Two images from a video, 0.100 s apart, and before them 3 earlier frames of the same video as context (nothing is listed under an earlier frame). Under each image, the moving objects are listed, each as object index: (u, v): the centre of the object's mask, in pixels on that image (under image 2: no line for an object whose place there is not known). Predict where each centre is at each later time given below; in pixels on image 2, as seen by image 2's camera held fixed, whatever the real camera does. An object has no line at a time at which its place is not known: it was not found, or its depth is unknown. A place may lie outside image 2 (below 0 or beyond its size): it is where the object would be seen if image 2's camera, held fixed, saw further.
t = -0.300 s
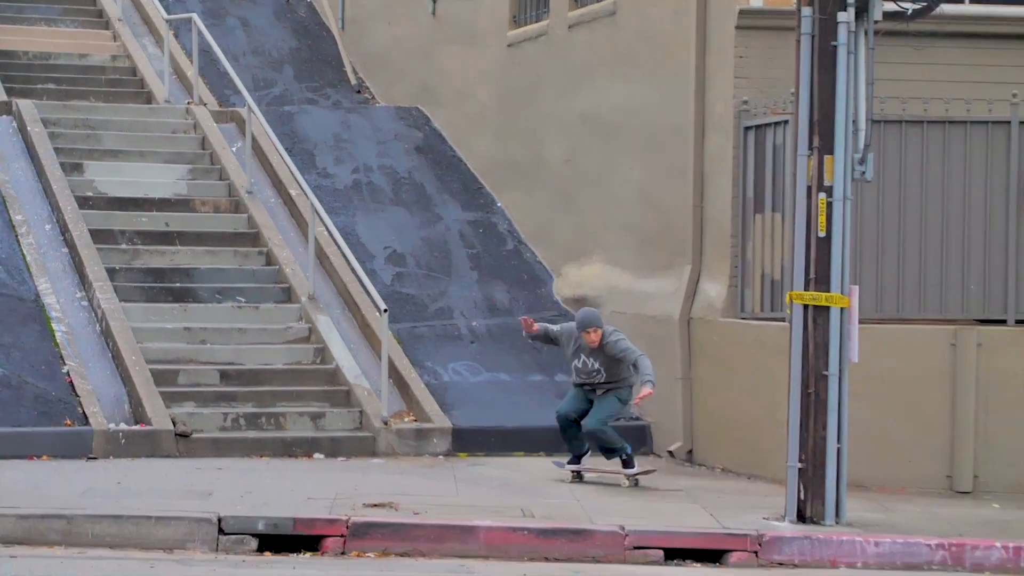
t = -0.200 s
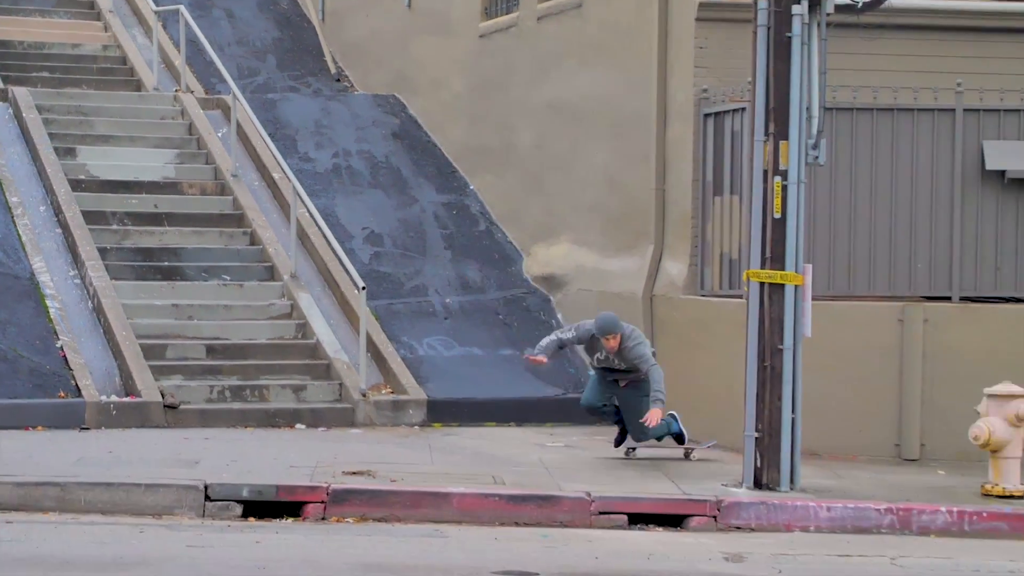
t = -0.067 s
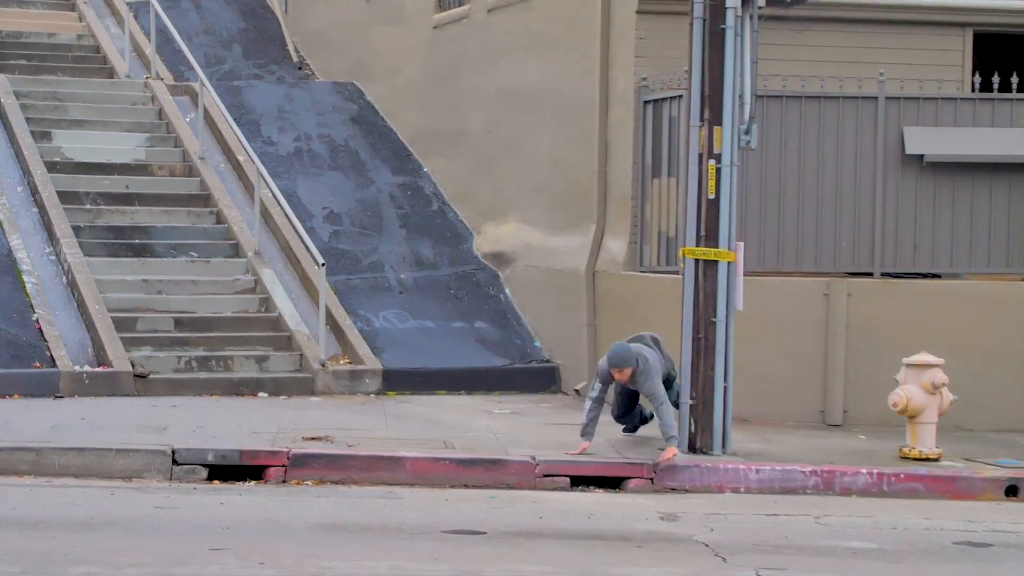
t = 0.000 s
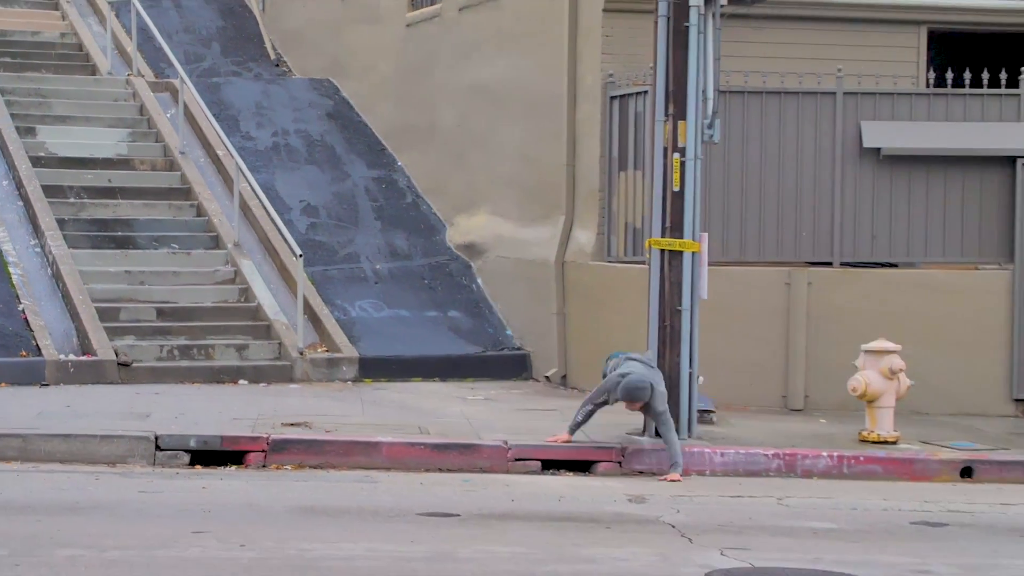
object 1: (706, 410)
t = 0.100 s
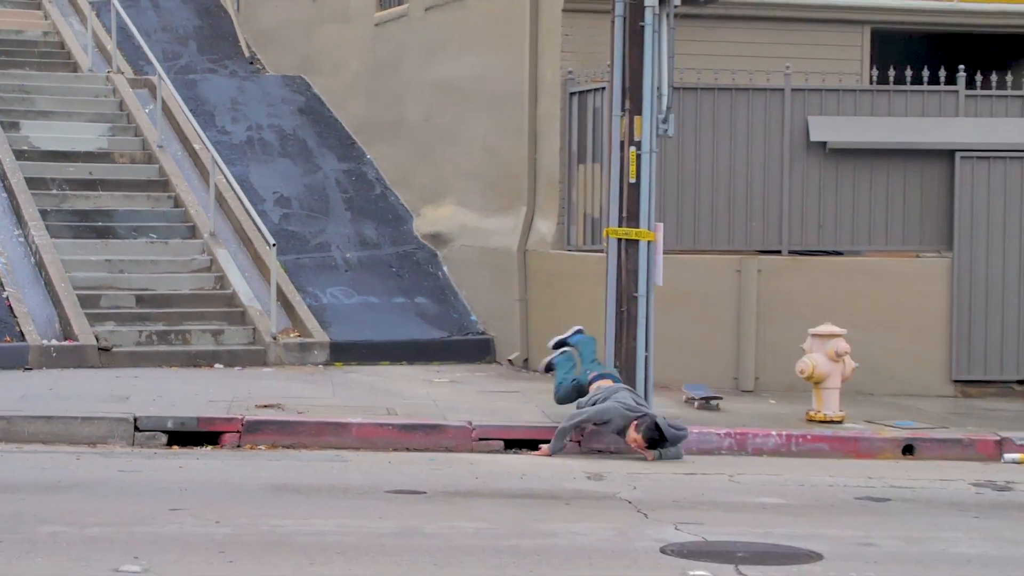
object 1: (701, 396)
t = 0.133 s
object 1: (716, 398)
